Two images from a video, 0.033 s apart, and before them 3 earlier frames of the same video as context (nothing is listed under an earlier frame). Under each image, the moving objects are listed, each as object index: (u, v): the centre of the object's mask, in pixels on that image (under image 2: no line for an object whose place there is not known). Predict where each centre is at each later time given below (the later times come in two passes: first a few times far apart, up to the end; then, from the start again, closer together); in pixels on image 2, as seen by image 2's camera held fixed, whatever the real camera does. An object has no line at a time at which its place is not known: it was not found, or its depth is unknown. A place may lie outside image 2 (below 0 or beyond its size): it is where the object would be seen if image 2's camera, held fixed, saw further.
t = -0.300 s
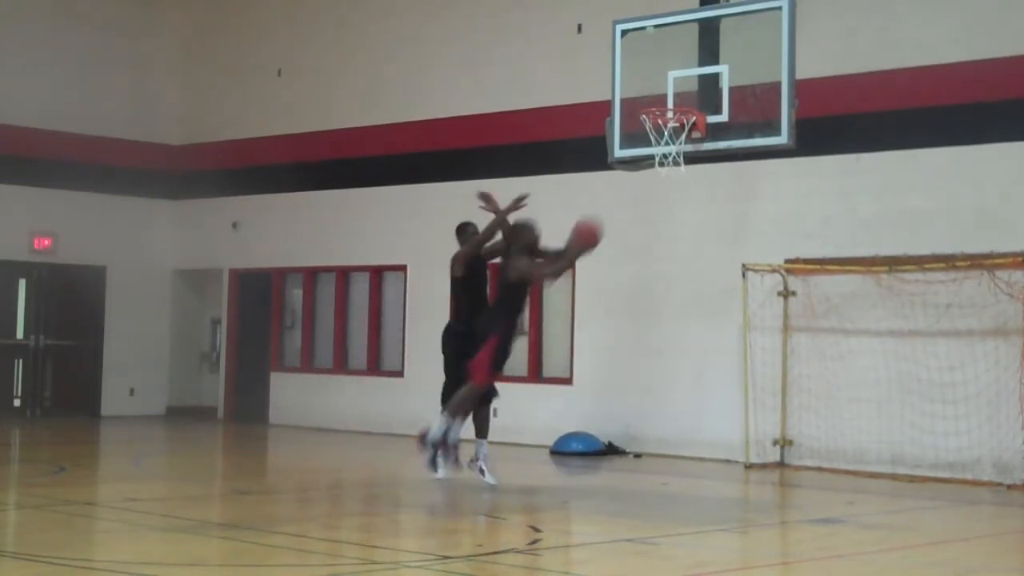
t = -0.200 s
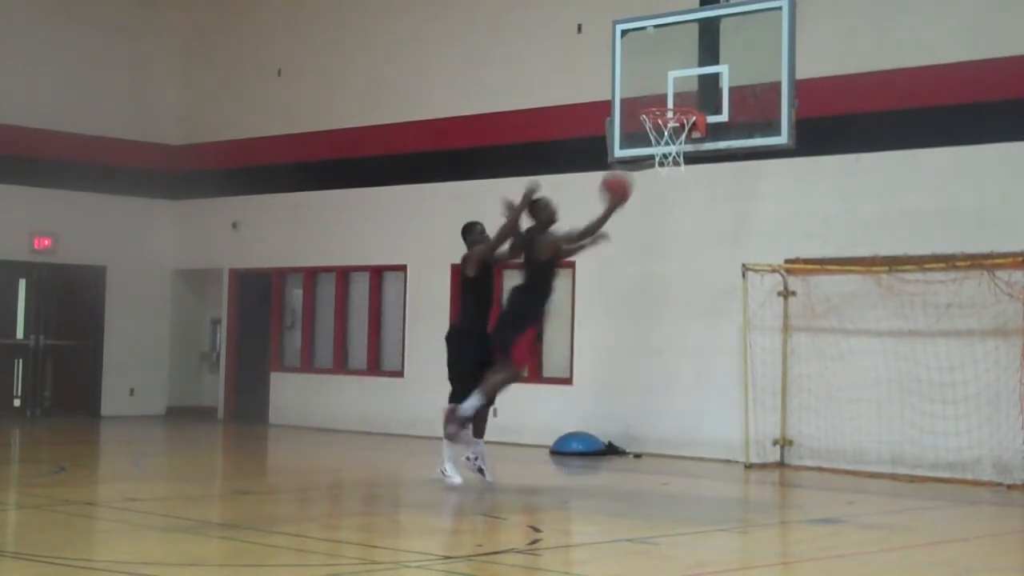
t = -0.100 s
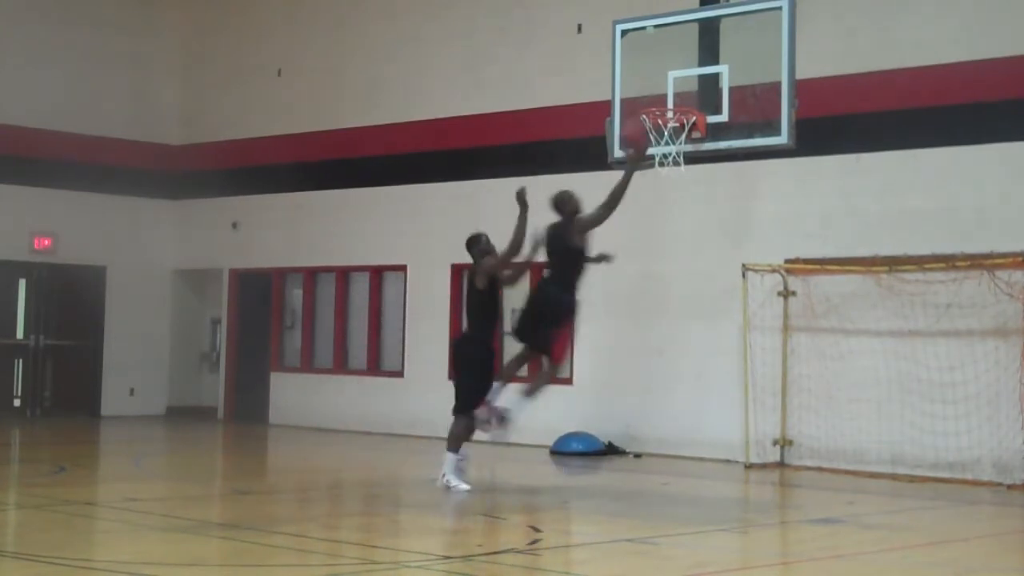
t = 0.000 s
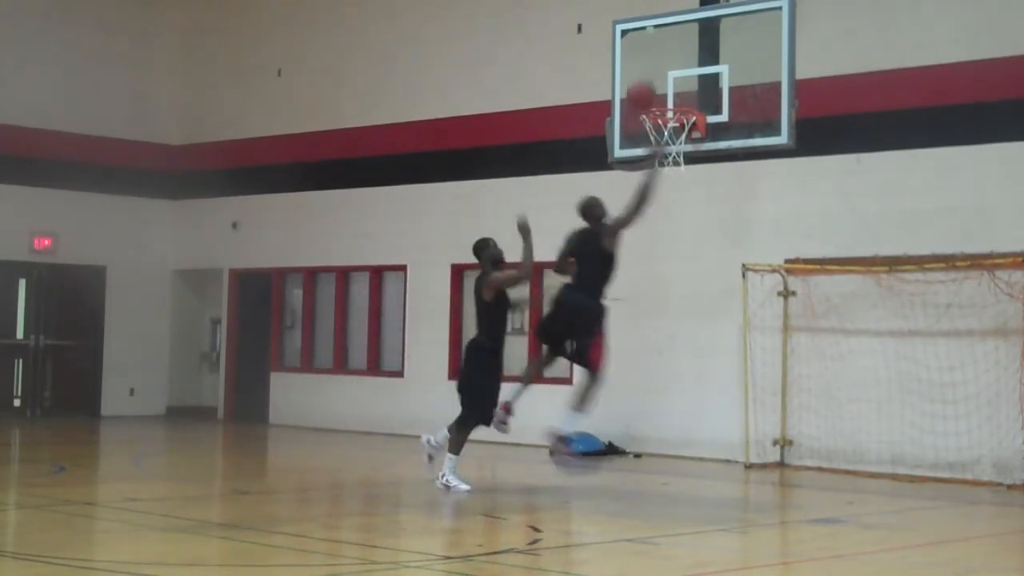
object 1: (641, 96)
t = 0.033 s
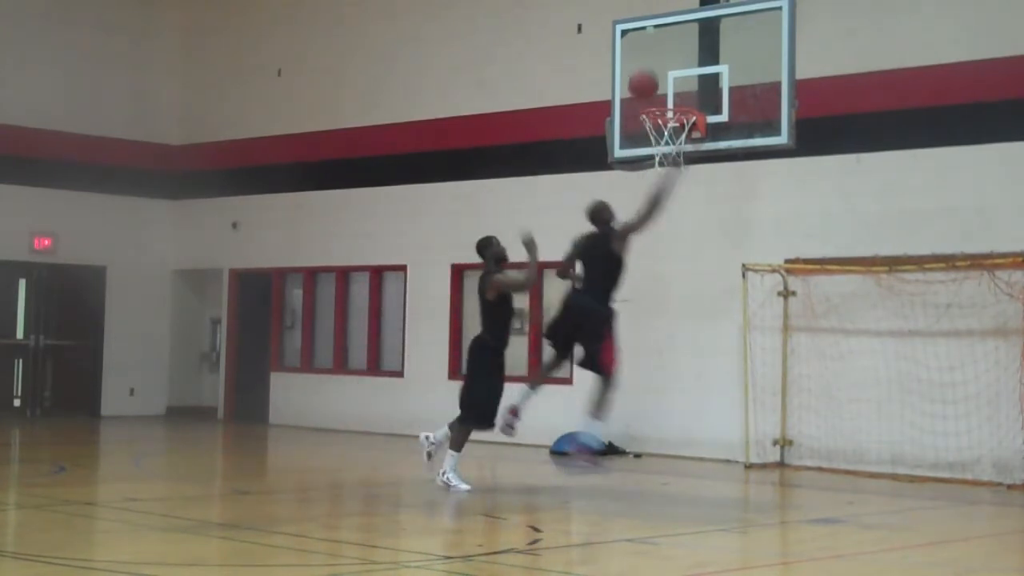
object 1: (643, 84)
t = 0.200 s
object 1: (654, 53)
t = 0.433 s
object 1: (667, 66)
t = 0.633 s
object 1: (680, 124)
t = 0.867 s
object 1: (666, 169)
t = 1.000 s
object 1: (673, 195)
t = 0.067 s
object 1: (645, 76)
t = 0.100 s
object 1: (647, 68)
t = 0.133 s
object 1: (650, 62)
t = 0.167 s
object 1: (652, 57)
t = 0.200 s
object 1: (654, 53)
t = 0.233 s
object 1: (656, 51)
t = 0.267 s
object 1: (657, 50)
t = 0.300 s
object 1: (659, 51)
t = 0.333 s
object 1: (661, 53)
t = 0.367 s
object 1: (663, 56)
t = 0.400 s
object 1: (665, 61)
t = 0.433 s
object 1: (667, 66)
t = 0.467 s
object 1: (668, 73)
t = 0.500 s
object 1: (670, 81)
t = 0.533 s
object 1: (672, 91)
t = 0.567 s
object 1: (677, 99)
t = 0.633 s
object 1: (680, 124)
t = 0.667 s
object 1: (675, 134)
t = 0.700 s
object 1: (675, 141)
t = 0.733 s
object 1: (673, 147)
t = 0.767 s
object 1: (669, 154)
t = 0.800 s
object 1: (667, 158)
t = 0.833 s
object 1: (666, 164)
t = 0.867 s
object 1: (666, 169)
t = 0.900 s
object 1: (667, 174)
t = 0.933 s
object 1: (670, 180)
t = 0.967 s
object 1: (671, 186)
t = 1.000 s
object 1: (673, 195)
